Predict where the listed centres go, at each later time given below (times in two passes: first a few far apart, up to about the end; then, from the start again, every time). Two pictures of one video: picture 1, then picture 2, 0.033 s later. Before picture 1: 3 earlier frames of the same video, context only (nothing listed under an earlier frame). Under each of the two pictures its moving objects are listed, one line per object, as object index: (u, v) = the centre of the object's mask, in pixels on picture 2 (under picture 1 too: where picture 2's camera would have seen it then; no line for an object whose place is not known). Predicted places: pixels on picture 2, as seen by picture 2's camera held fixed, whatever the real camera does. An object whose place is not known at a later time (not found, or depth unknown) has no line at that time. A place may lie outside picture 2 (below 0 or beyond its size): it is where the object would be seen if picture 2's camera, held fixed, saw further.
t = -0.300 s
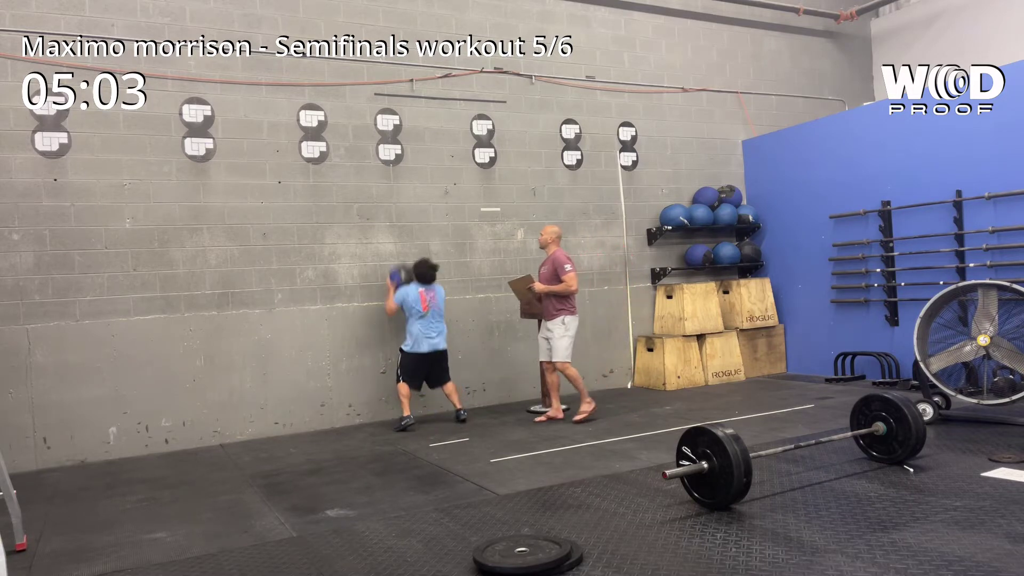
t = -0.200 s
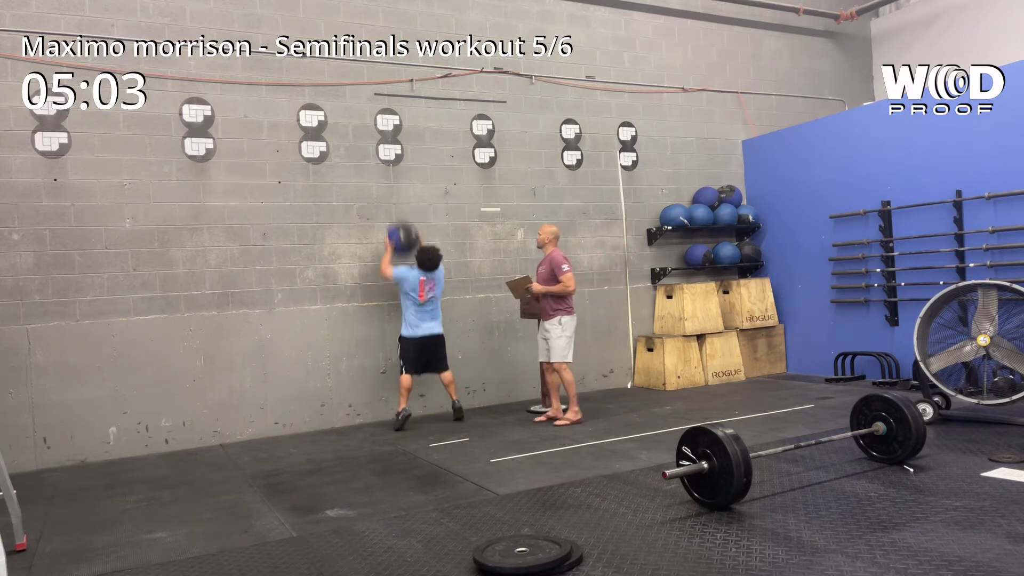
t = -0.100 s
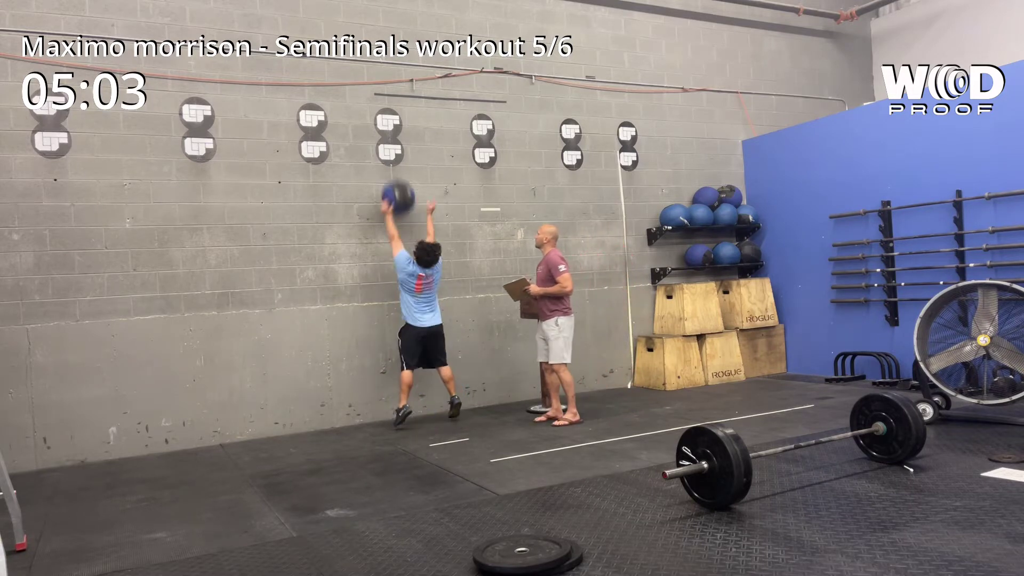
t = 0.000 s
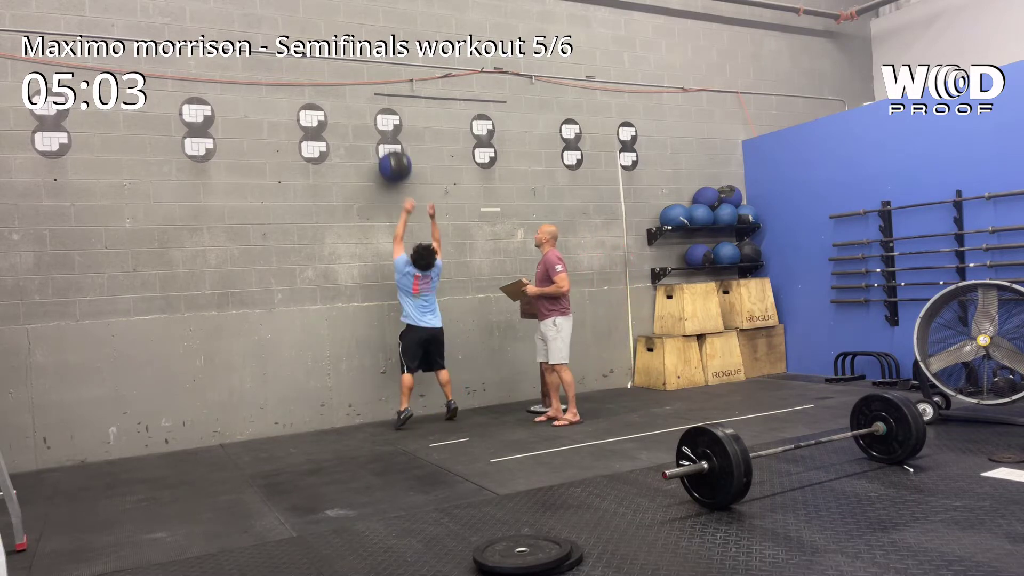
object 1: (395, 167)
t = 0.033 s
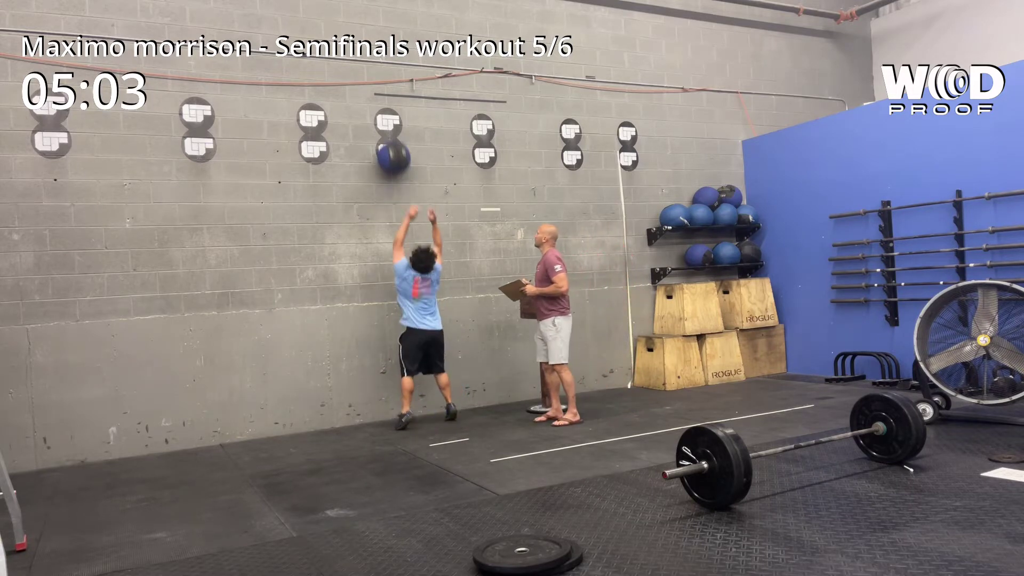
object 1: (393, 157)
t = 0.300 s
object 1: (395, 132)
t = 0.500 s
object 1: (401, 157)
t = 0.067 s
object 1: (392, 151)
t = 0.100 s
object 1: (392, 146)
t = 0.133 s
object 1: (392, 140)
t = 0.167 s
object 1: (392, 136)
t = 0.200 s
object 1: (393, 134)
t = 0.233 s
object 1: (394, 132)
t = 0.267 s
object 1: (394, 131)
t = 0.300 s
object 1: (395, 132)
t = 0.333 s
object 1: (396, 133)
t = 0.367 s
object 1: (397, 136)
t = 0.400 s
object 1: (398, 139)
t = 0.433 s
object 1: (399, 144)
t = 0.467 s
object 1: (400, 150)
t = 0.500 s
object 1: (401, 157)
